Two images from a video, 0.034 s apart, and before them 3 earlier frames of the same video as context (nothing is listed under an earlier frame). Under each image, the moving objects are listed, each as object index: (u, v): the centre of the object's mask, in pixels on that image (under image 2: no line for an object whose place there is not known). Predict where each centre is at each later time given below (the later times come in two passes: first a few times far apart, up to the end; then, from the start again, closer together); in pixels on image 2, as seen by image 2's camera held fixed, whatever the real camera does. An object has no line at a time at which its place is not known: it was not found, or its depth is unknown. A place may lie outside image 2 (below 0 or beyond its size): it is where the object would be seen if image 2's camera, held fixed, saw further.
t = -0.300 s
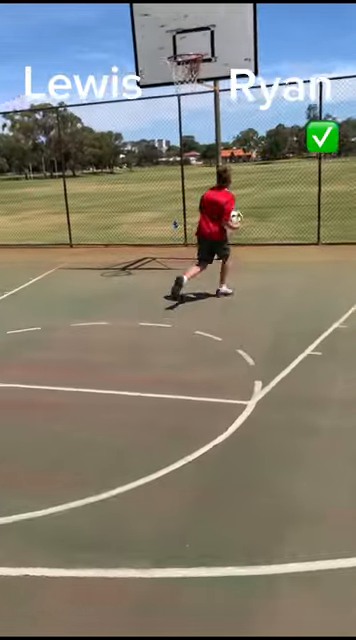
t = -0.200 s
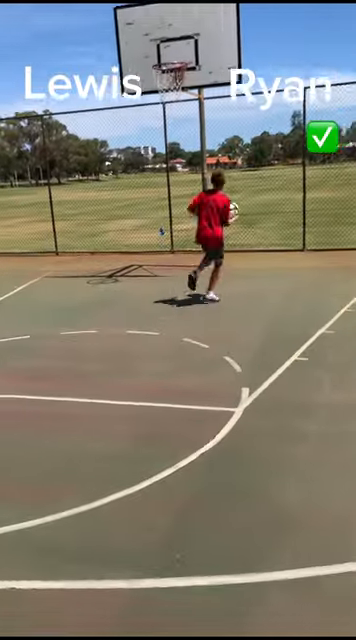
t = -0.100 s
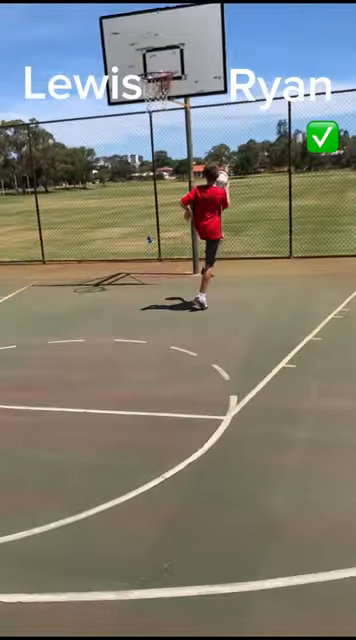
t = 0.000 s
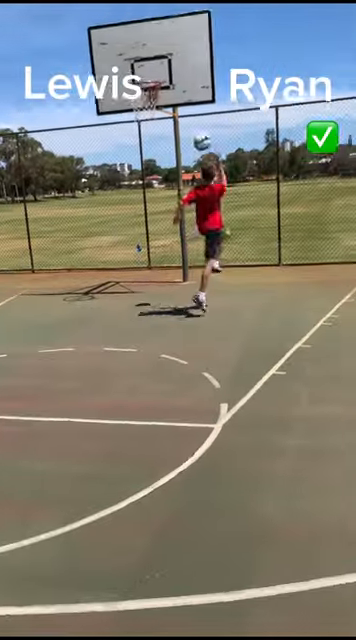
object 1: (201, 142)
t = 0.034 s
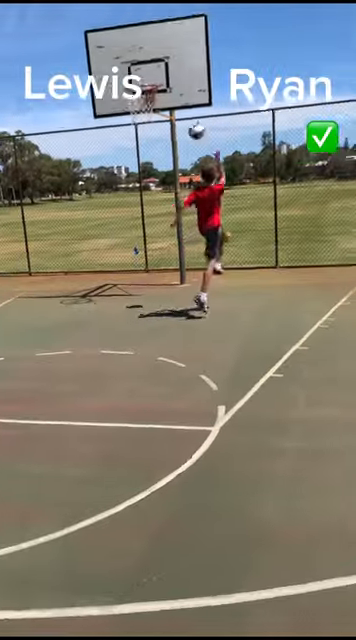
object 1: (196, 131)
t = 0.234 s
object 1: (184, 67)
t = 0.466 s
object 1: (173, 36)
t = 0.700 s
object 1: (166, 47)
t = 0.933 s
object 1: (167, 87)
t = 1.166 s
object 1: (173, 114)
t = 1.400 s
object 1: (181, 183)
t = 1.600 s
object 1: (187, 274)
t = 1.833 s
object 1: (186, 246)
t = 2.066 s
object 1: (179, 191)
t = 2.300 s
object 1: (174, 178)
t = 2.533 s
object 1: (171, 210)
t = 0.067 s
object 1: (194, 117)
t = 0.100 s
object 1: (192, 105)
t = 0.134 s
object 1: (190, 94)
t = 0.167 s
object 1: (188, 84)
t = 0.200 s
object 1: (186, 75)
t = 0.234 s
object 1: (184, 67)
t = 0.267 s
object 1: (183, 60)
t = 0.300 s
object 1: (181, 54)
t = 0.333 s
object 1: (180, 48)
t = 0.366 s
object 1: (178, 44)
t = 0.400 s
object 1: (176, 40)
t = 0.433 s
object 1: (175, 39)
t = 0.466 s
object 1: (173, 36)
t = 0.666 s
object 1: (167, 44)
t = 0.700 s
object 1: (166, 47)
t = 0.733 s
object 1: (167, 51)
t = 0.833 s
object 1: (162, 72)
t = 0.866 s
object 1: (162, 81)
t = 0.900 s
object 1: (165, 85)
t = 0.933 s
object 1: (167, 87)
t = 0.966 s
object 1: (166, 89)
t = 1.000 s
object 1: (166, 92)
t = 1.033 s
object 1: (166, 94)
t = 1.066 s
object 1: (169, 97)
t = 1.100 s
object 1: (170, 101)
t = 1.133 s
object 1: (172, 107)
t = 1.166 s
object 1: (173, 114)
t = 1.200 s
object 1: (173, 122)
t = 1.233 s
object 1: (175, 130)
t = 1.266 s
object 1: (176, 139)
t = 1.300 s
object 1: (177, 149)
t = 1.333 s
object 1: (178, 159)
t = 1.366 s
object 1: (179, 170)
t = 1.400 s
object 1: (181, 183)
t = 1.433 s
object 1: (182, 196)
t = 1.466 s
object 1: (183, 210)
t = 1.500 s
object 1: (184, 224)
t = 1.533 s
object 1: (185, 240)
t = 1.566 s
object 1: (186, 256)
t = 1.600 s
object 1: (187, 274)
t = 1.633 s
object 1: (188, 291)
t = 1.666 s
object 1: (190, 306)
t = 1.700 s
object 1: (188, 292)
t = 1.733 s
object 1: (188, 280)
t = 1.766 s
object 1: (188, 267)
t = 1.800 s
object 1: (186, 256)
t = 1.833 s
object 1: (186, 246)
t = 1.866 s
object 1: (184, 236)
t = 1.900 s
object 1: (183, 226)
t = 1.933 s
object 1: (182, 217)
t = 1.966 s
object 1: (181, 210)
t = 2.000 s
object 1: (181, 203)
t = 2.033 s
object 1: (179, 197)
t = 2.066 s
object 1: (179, 191)
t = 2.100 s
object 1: (178, 187)
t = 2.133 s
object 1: (177, 181)
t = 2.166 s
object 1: (176, 179)
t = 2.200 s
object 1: (175, 178)
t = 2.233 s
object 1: (174, 178)
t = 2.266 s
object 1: (174, 177)
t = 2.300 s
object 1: (174, 178)
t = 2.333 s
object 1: (173, 179)
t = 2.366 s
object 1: (173, 182)
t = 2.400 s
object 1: (172, 186)
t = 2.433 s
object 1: (173, 191)
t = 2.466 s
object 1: (172, 196)
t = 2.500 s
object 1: (171, 203)
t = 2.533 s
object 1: (171, 210)
